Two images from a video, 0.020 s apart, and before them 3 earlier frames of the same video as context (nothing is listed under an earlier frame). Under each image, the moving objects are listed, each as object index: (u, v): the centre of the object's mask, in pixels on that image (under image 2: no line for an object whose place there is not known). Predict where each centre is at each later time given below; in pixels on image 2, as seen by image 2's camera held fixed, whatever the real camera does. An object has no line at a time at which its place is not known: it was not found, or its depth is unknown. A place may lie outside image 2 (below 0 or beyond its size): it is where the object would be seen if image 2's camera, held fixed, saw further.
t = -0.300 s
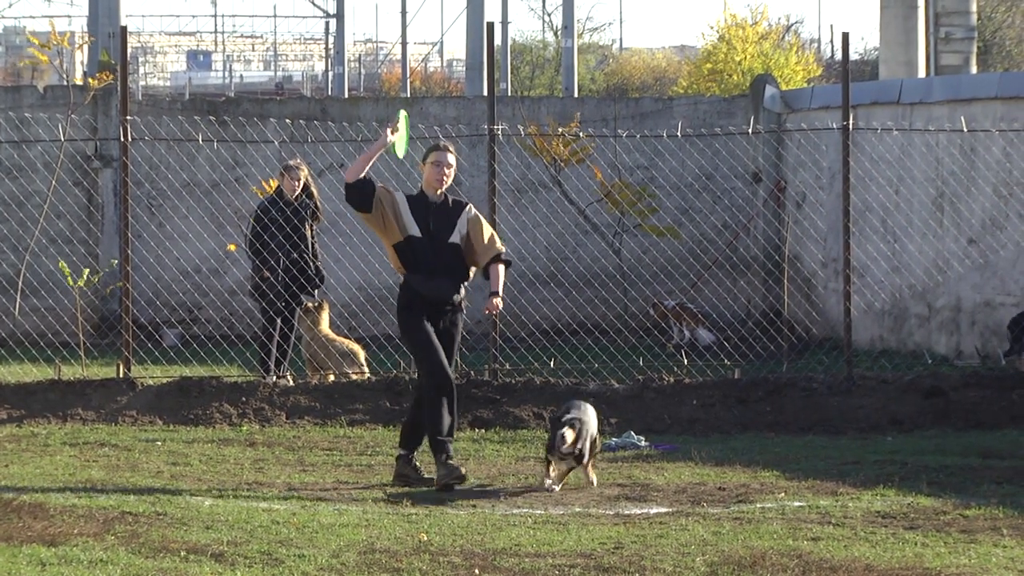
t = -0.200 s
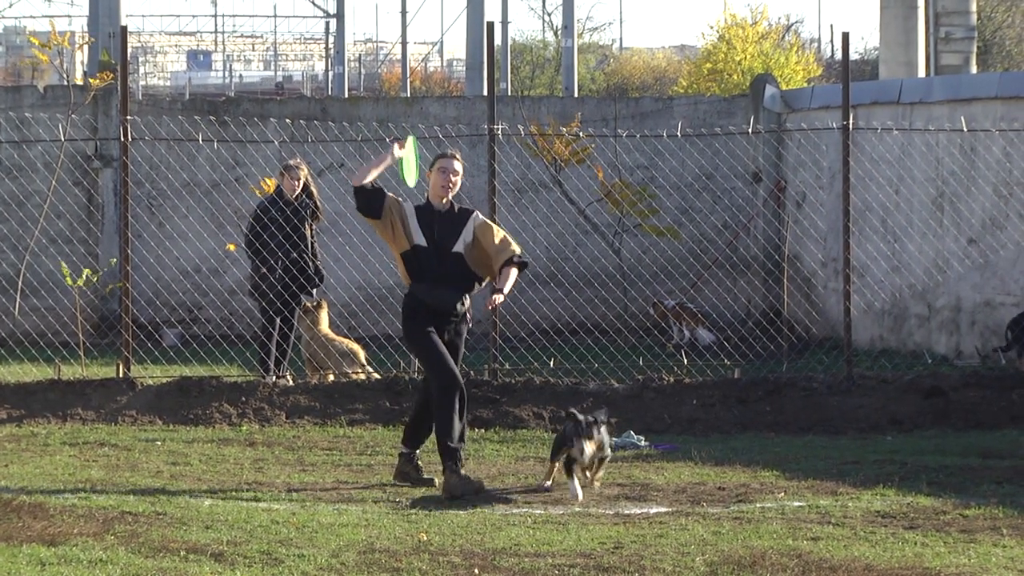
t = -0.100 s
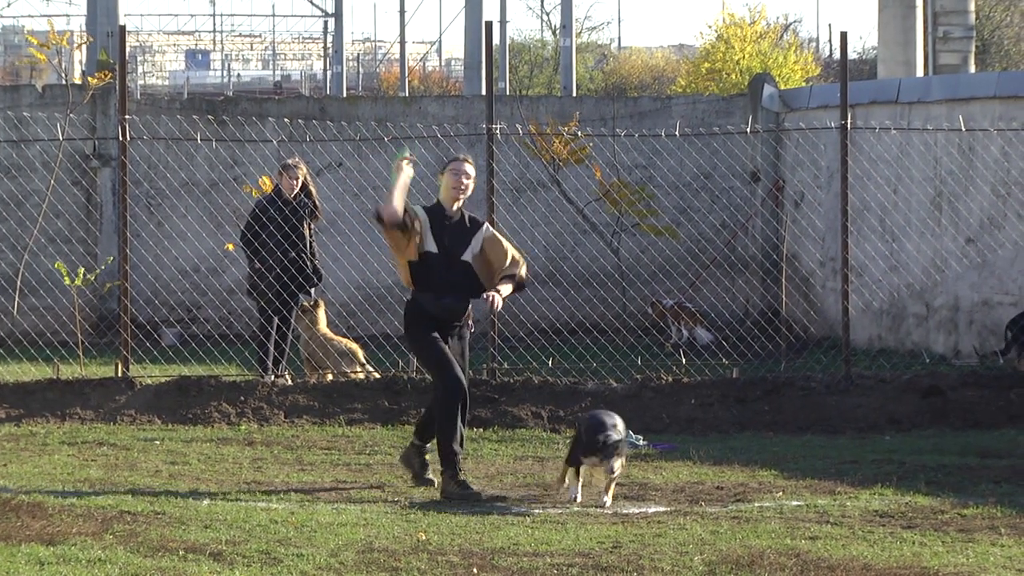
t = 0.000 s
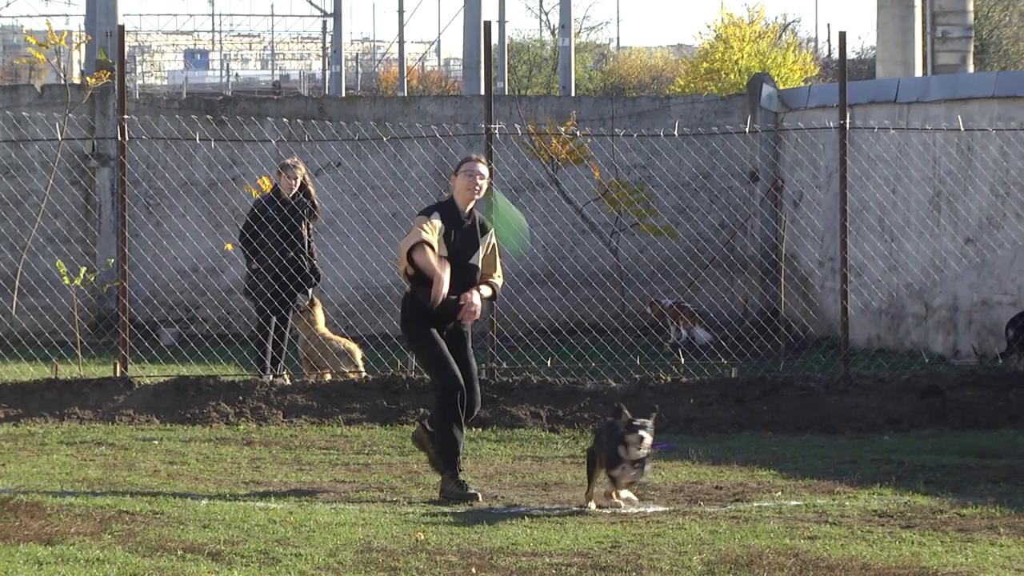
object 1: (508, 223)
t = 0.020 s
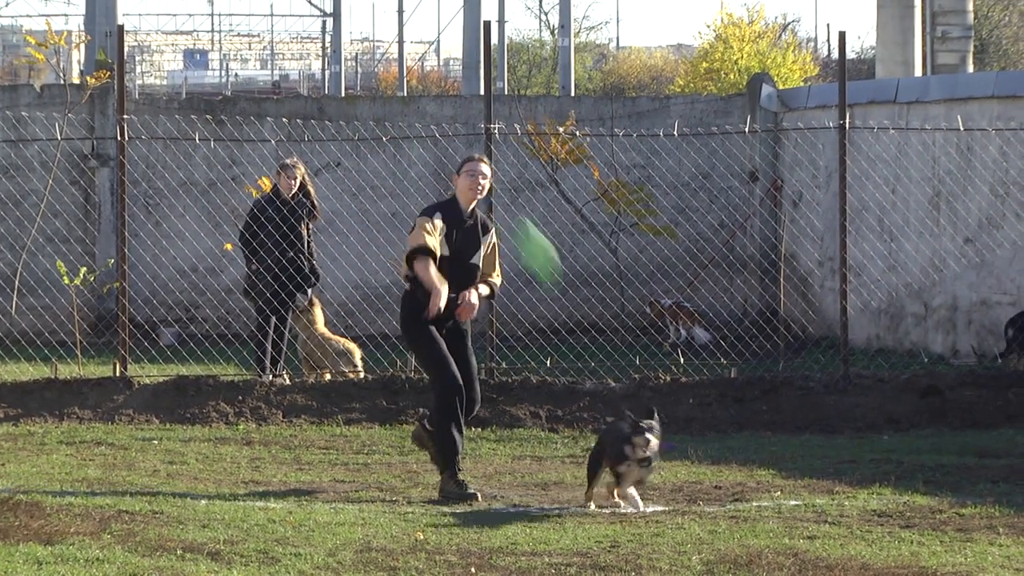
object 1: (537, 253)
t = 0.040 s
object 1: (570, 285)
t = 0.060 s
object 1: (600, 317)
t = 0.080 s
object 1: (634, 351)
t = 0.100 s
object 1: (667, 388)
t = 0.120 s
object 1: (703, 423)
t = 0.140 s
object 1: (738, 456)
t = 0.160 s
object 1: (780, 499)
